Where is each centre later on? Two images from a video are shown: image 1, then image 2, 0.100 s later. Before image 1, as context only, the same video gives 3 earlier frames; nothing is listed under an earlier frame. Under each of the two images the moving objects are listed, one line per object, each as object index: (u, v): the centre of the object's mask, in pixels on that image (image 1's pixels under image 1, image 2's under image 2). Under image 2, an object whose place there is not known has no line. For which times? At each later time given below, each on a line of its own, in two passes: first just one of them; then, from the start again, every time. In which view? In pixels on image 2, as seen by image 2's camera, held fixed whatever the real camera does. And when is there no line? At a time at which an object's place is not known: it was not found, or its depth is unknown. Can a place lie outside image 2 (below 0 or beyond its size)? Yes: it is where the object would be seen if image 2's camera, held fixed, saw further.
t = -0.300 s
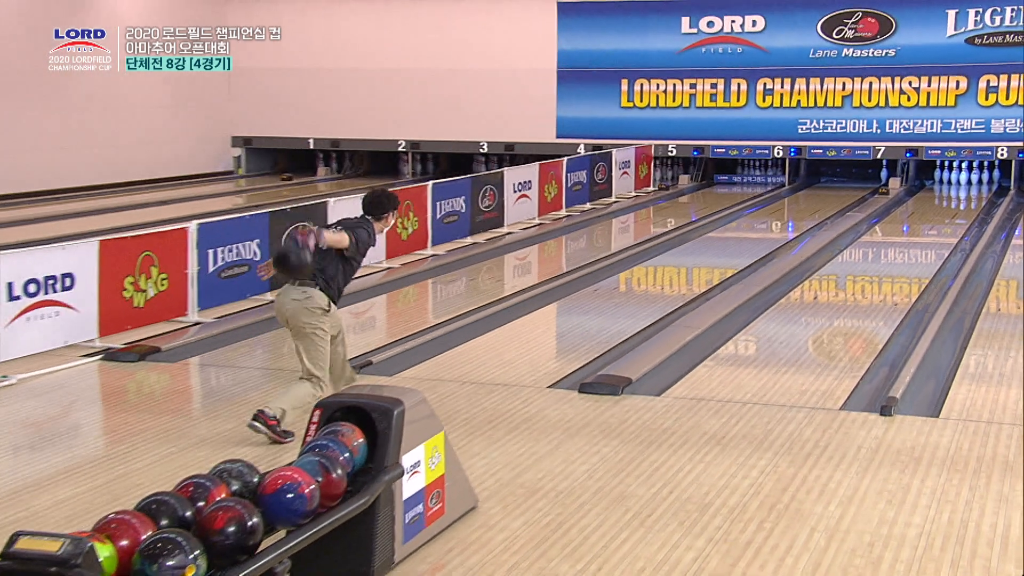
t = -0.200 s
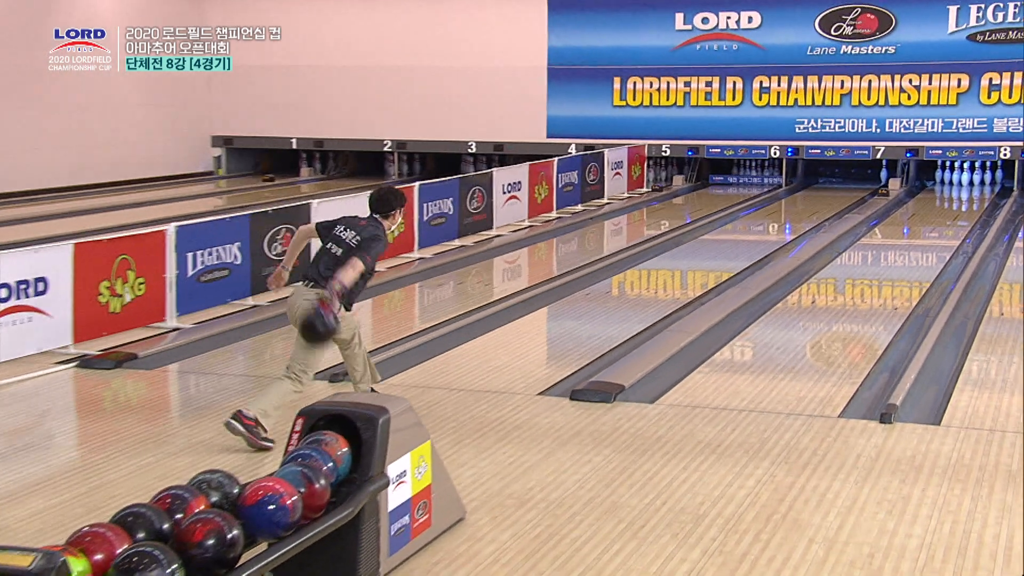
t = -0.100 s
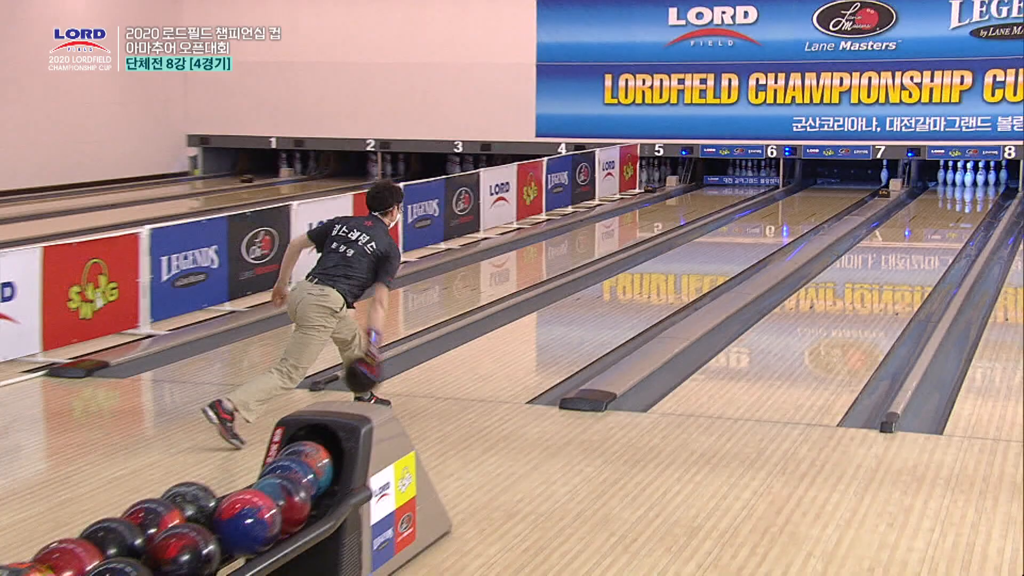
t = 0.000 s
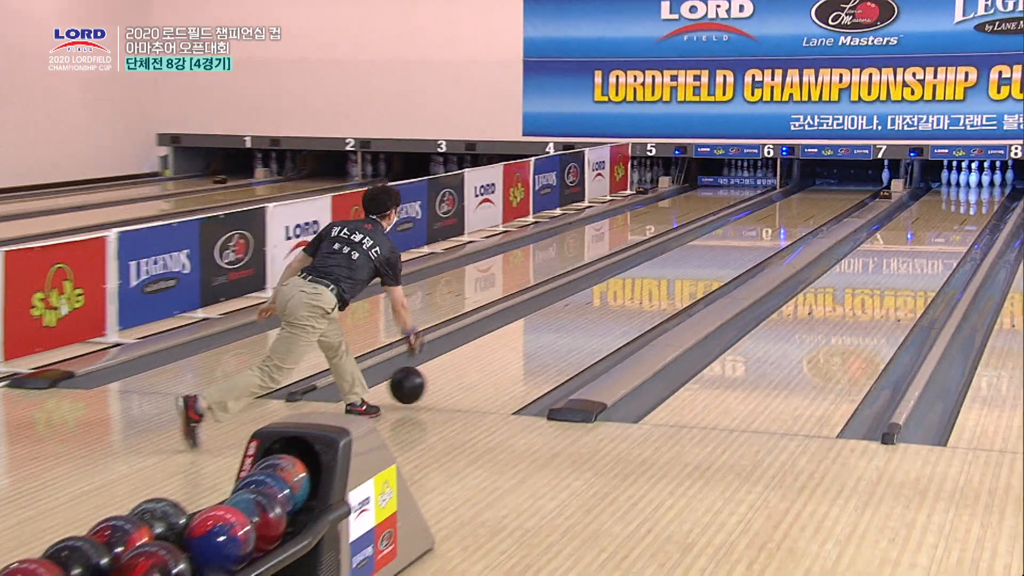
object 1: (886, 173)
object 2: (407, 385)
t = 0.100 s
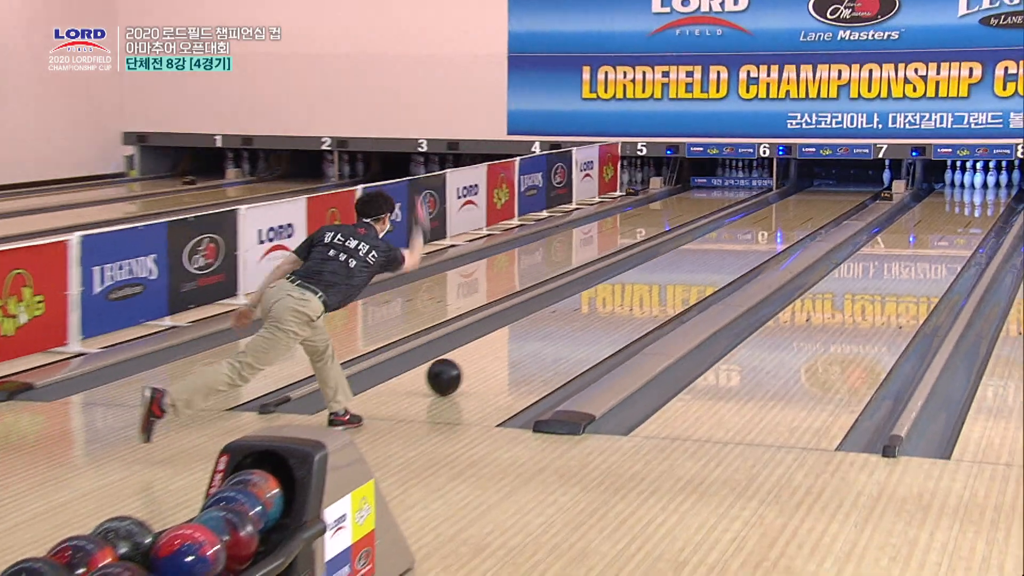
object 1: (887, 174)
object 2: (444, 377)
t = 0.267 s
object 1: (894, 174)
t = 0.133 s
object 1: (888, 174)
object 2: (461, 369)
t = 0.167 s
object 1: (890, 174)
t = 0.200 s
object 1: (891, 174)
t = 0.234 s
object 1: (893, 175)
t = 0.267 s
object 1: (894, 174)
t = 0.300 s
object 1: (896, 175)
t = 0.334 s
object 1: (898, 174)
